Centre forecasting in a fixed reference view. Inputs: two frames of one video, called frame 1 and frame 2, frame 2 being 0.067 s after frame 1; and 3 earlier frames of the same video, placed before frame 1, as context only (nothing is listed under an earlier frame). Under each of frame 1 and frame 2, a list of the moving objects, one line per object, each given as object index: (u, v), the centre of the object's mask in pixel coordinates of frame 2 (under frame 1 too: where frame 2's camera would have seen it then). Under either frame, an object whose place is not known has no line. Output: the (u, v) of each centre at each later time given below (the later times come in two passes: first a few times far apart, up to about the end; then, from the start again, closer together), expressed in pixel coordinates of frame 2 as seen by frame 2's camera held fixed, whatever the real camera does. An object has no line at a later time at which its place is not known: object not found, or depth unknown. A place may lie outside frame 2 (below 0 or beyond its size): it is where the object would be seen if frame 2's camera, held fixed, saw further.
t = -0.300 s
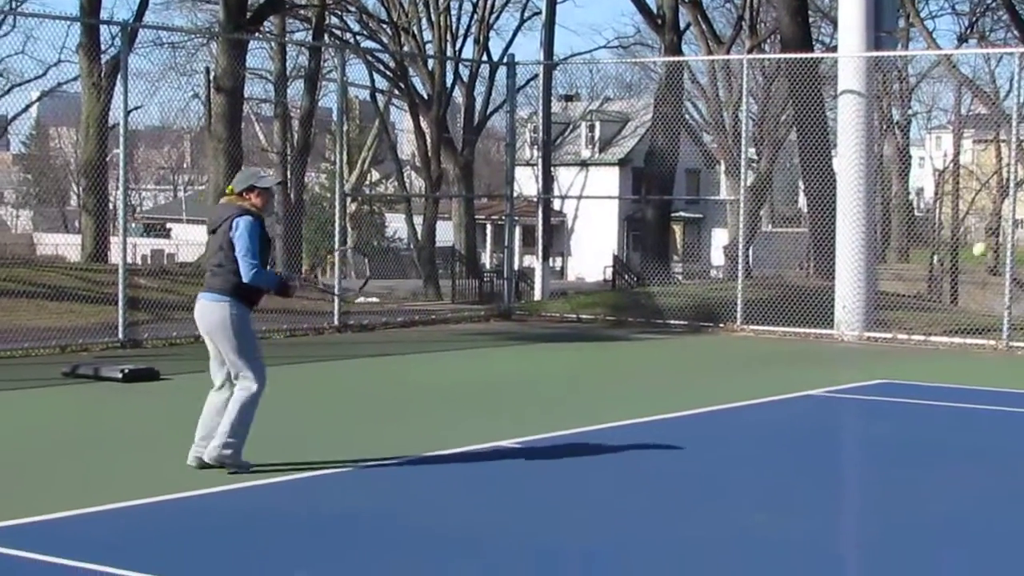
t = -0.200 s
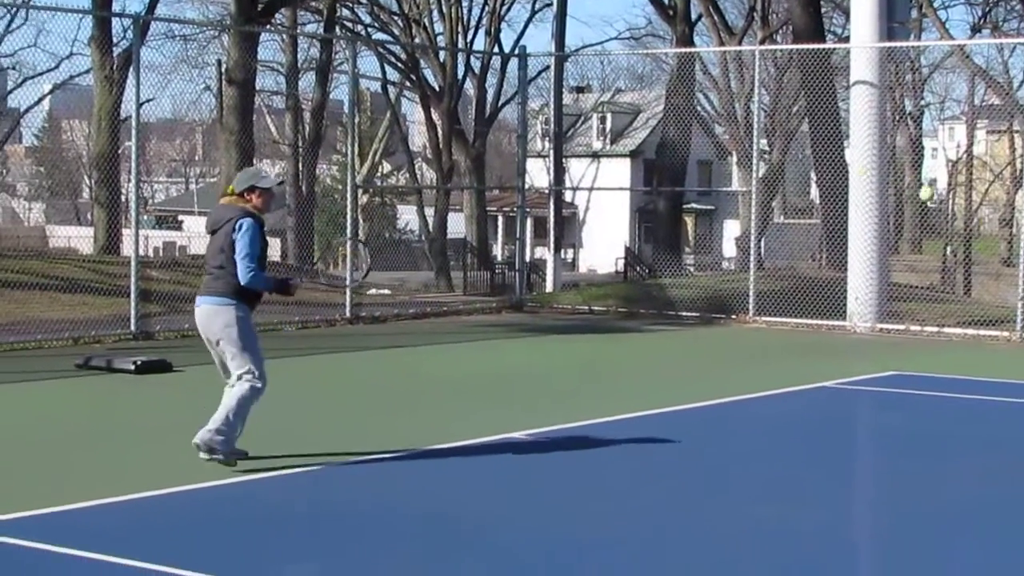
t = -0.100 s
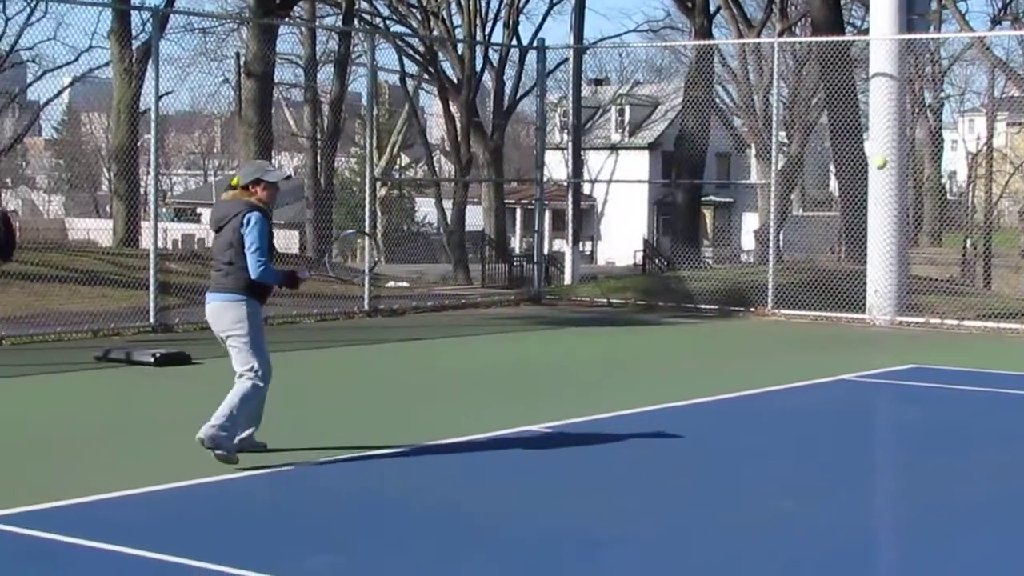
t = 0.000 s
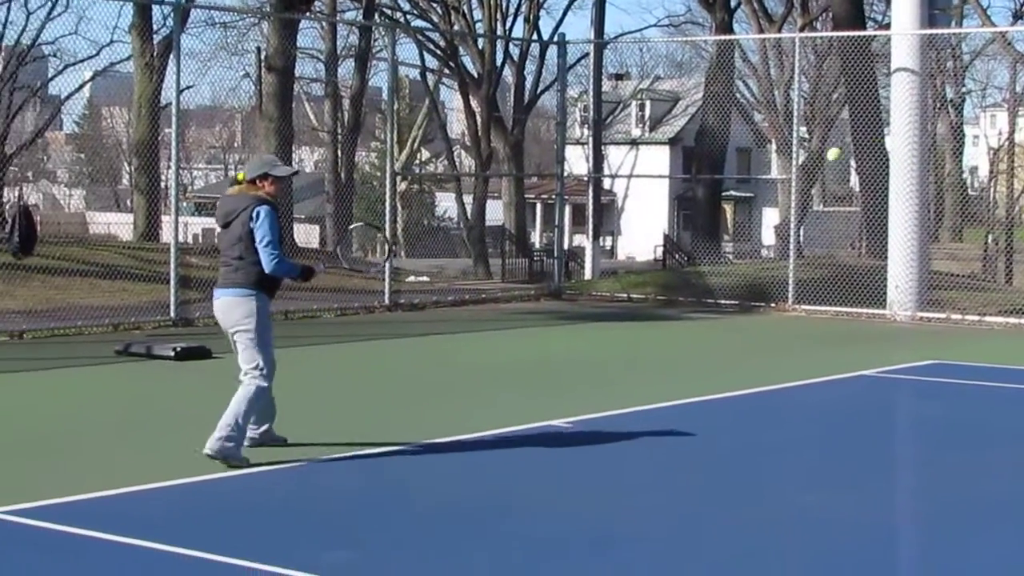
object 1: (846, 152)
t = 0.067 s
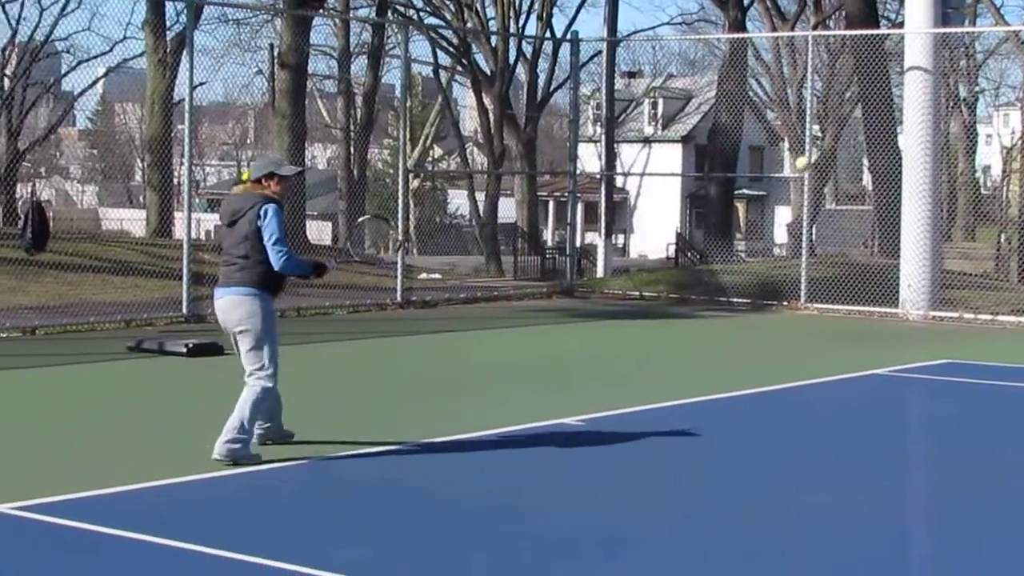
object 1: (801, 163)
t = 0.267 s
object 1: (674, 249)
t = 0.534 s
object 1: (510, 468)
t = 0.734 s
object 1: (432, 344)
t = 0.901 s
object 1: (366, 306)
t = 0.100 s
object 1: (780, 172)
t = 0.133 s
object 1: (758, 182)
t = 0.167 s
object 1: (737, 196)
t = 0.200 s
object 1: (715, 211)
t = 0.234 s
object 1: (693, 228)
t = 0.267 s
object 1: (674, 249)
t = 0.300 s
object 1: (650, 270)
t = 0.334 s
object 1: (630, 294)
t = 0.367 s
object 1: (609, 320)
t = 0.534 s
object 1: (510, 468)
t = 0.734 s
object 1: (432, 344)
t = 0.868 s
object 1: (379, 309)
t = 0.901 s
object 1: (366, 306)
